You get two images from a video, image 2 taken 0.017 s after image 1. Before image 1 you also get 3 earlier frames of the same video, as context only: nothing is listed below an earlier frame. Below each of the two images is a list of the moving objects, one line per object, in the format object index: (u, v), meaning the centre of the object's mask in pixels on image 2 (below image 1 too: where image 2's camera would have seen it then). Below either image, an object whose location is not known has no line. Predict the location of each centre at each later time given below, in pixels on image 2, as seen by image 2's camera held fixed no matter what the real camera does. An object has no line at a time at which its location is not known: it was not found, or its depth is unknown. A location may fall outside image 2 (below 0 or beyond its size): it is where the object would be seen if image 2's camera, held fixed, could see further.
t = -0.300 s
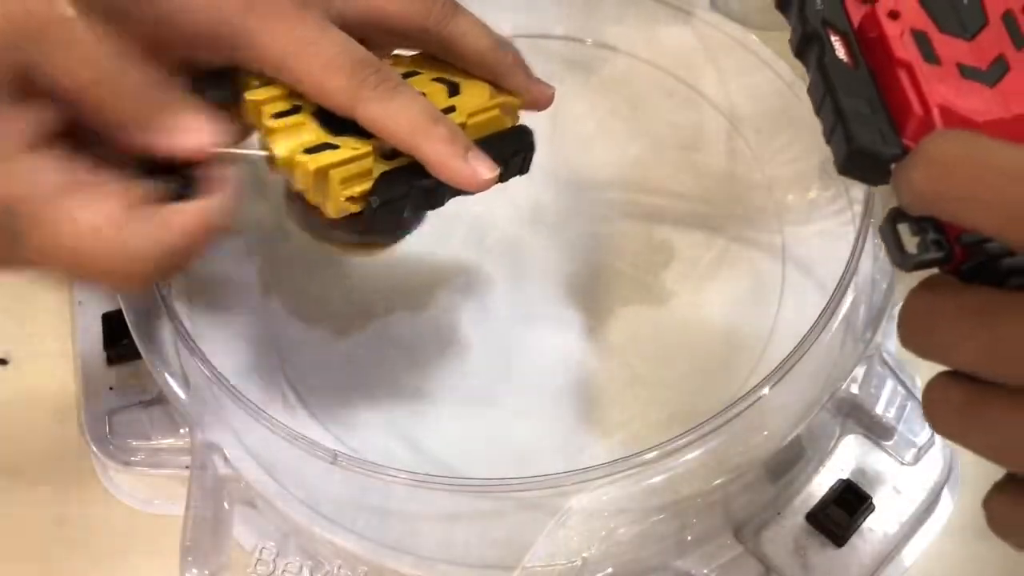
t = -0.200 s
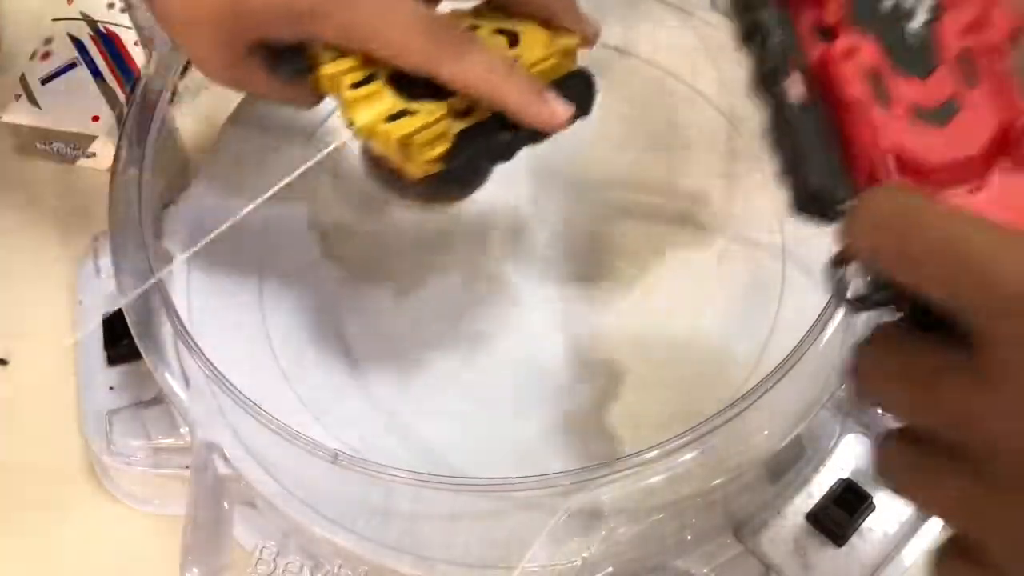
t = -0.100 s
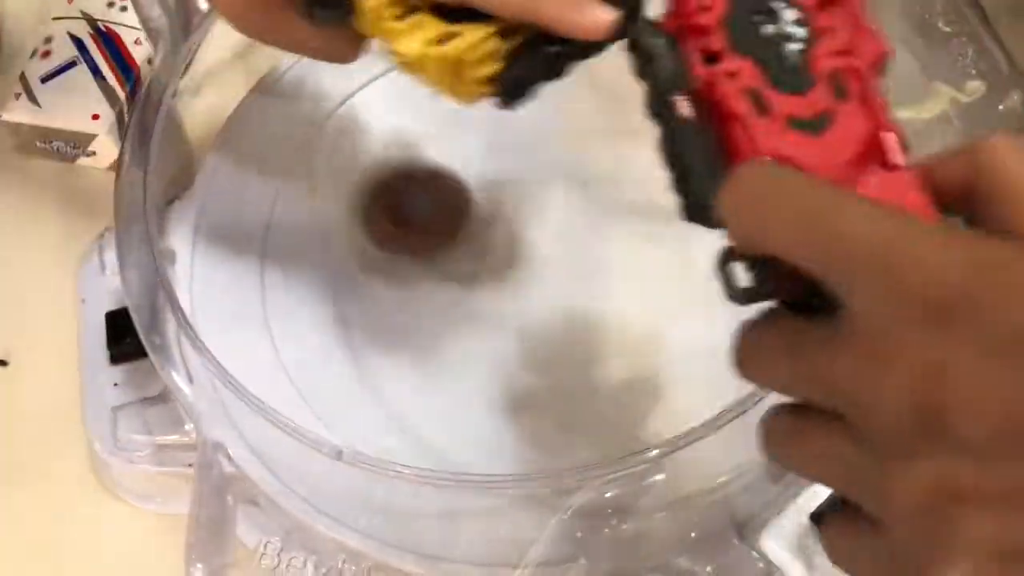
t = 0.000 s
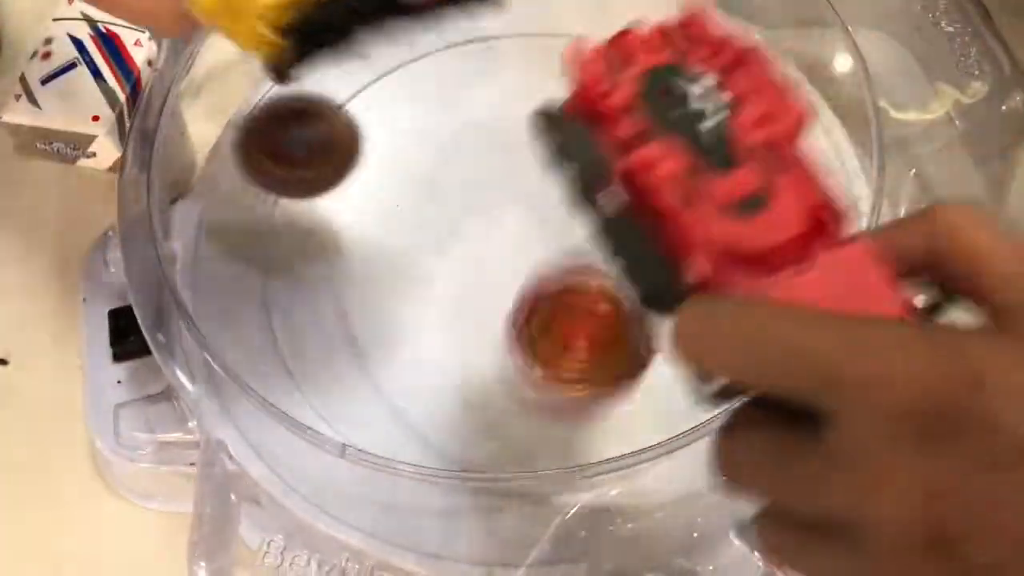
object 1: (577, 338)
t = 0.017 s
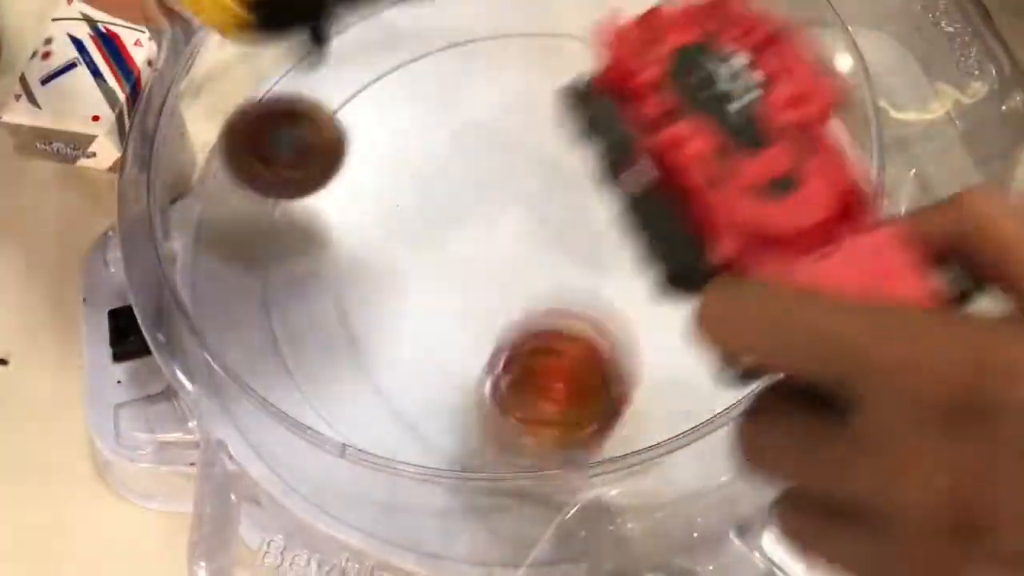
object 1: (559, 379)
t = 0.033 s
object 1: (536, 418)
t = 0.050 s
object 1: (513, 437)
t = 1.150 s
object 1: (430, 244)
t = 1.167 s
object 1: (417, 249)
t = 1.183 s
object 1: (403, 256)
